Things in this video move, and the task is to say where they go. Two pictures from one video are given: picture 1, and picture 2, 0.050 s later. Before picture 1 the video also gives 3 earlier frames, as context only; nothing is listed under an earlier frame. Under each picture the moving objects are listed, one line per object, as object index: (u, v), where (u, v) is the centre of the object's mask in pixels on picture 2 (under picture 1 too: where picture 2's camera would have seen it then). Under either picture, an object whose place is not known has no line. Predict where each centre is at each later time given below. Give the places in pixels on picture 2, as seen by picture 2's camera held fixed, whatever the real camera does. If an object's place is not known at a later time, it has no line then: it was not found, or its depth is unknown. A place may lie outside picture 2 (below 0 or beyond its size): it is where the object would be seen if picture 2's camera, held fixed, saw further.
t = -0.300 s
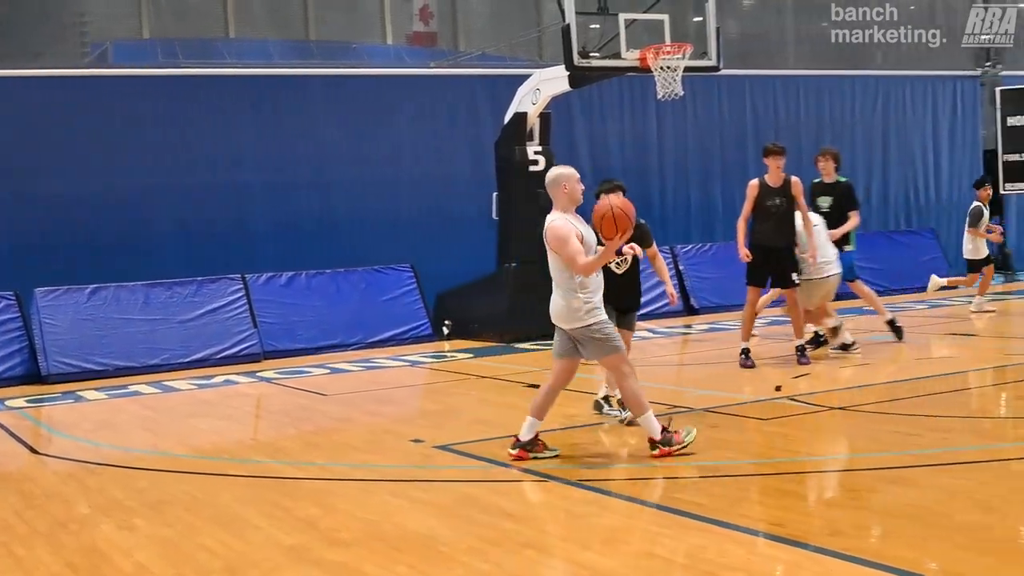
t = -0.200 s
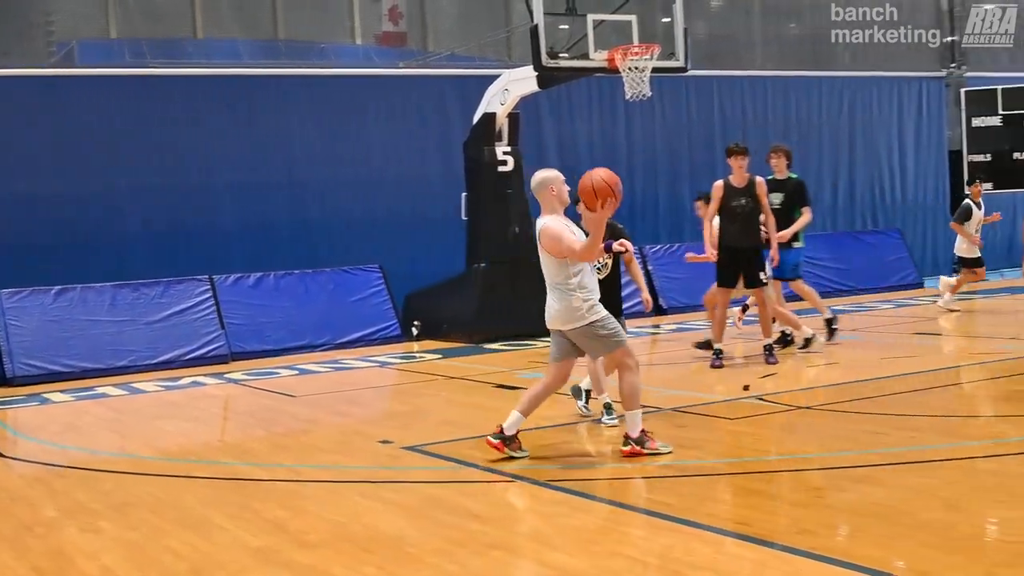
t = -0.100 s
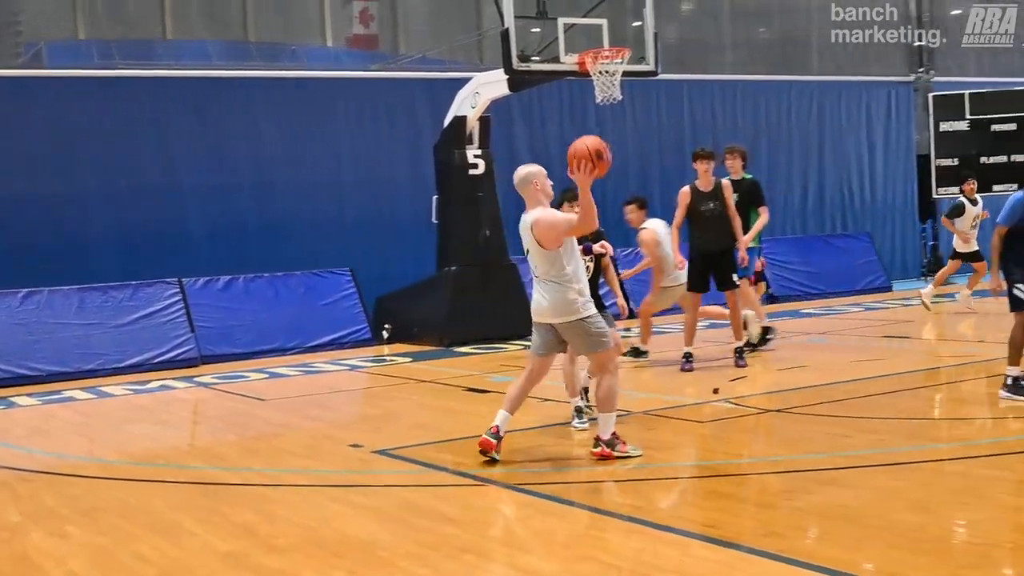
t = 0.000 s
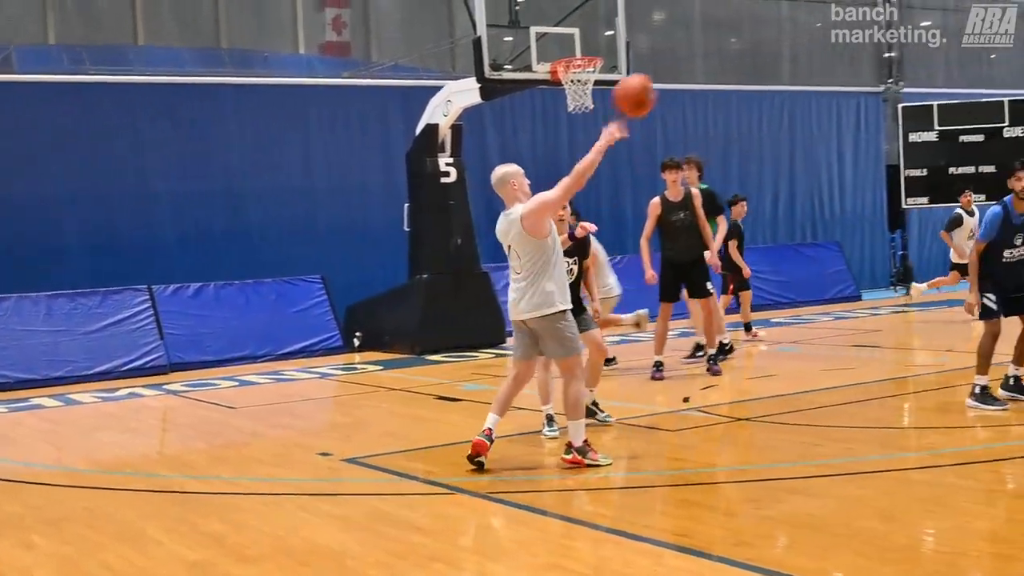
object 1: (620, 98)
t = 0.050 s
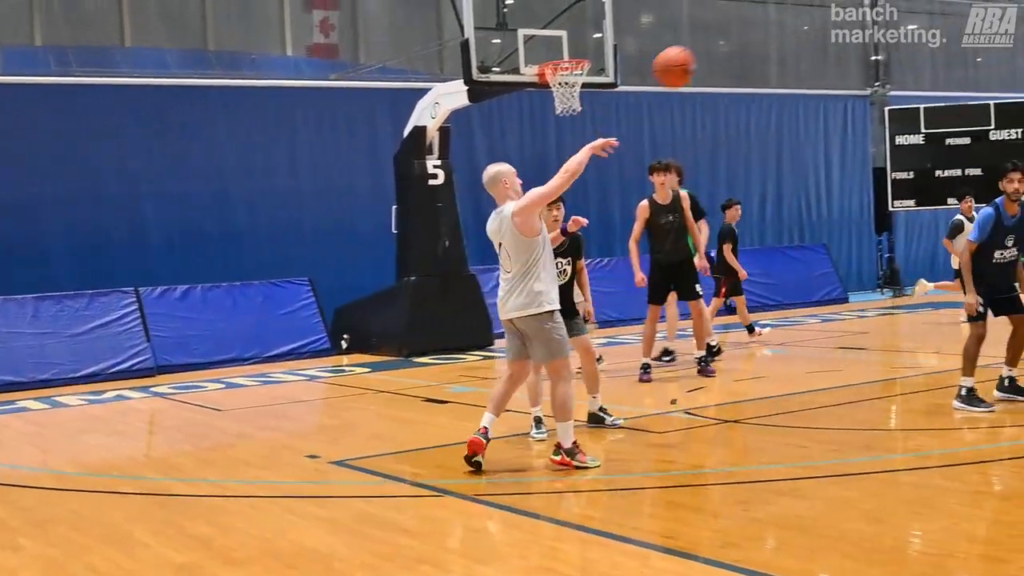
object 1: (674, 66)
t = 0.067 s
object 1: (691, 58)
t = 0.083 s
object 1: (707, 50)
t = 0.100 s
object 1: (722, 42)
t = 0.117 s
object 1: (736, 36)
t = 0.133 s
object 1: (750, 29)
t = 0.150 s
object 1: (764, 24)
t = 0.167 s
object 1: (778, 19)
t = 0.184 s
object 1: (791, 15)
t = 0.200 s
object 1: (804, 12)
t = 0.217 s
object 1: (817, 10)
